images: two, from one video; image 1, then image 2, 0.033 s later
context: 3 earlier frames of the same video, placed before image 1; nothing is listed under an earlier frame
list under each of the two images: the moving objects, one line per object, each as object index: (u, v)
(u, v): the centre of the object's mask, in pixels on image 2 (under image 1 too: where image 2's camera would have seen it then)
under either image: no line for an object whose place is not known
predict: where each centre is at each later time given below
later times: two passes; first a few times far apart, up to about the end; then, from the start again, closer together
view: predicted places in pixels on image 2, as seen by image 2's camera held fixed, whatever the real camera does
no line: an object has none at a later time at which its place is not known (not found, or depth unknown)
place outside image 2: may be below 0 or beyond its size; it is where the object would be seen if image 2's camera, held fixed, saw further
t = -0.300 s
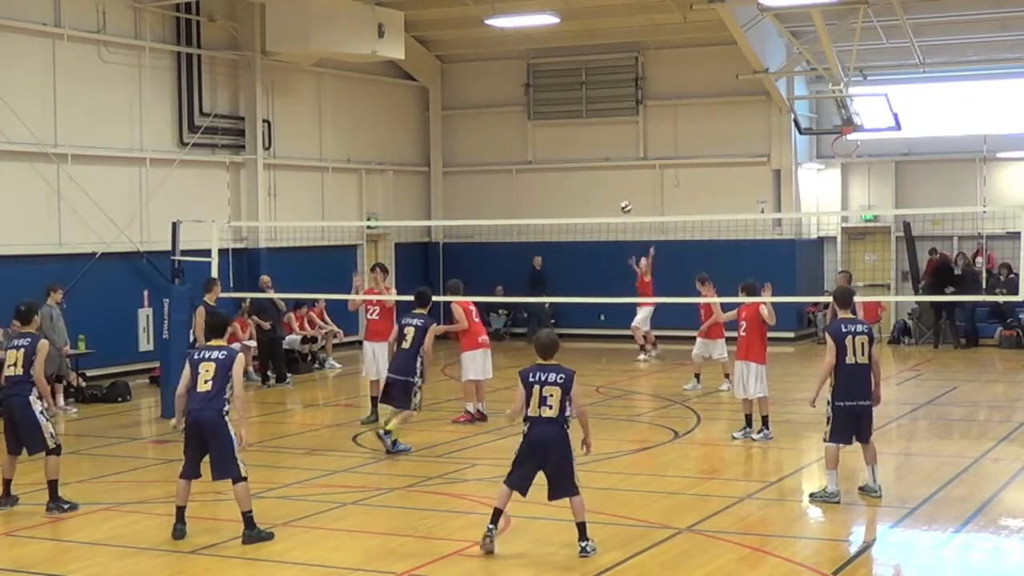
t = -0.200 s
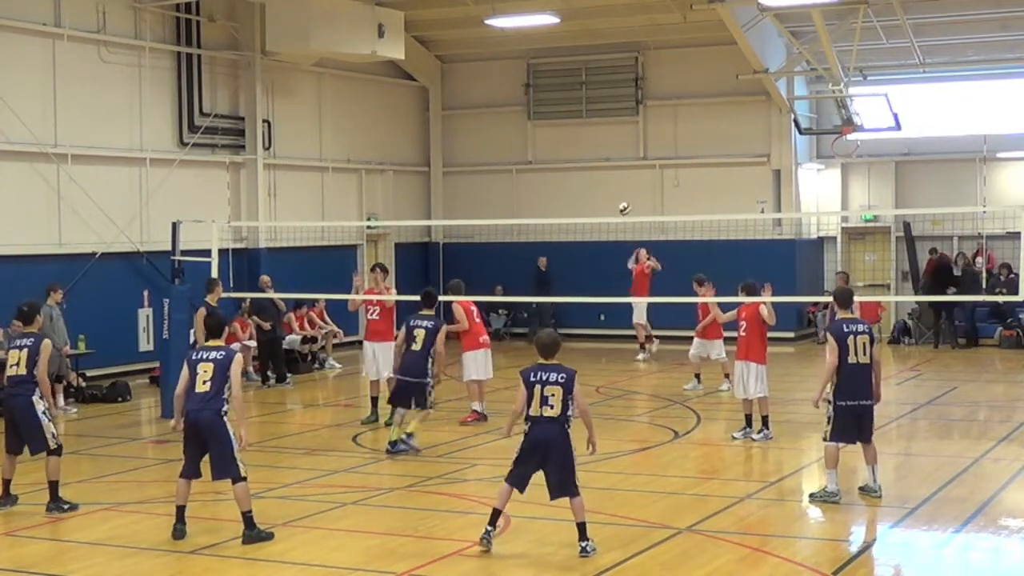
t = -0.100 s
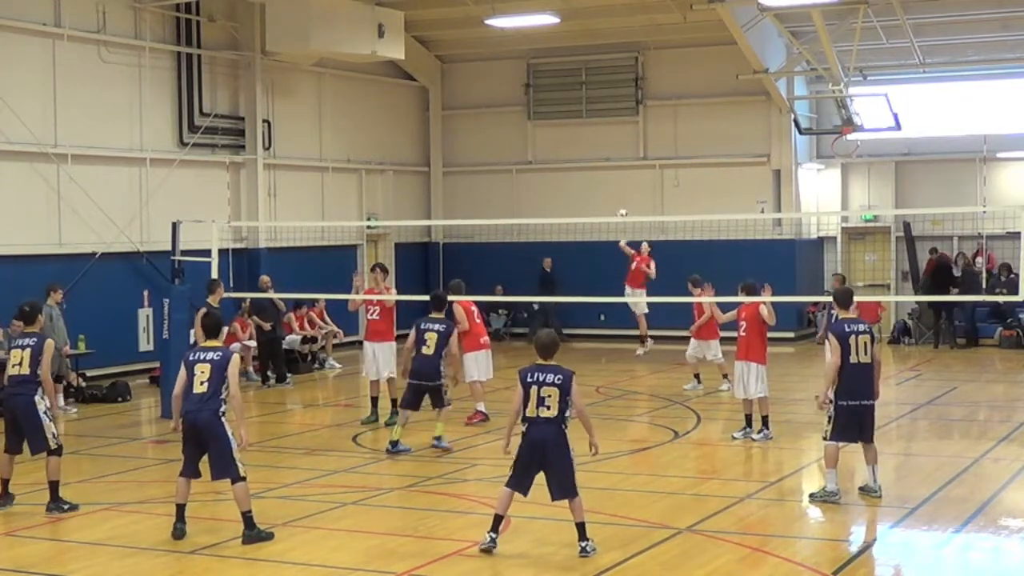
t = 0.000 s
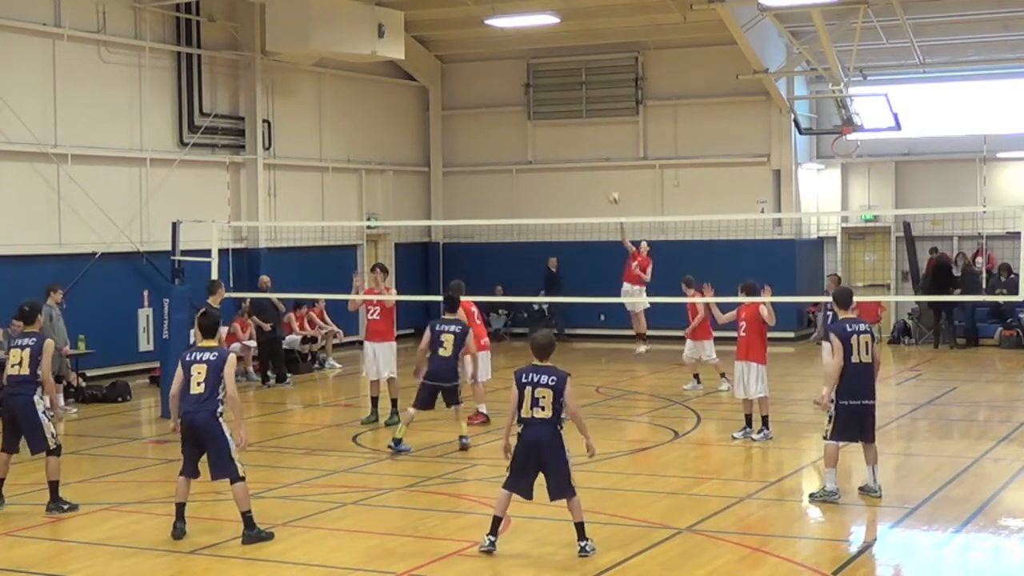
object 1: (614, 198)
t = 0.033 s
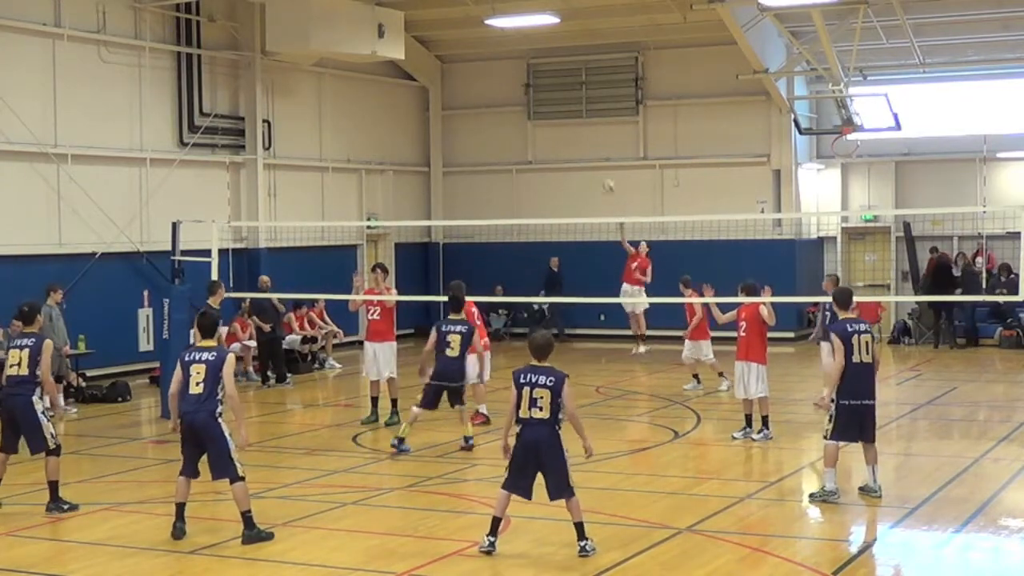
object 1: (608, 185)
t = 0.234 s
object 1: (577, 118)
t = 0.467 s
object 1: (529, 53)
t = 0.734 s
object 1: (451, 19)
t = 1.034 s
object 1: (334, 59)
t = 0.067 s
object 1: (603, 173)
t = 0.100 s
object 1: (600, 162)
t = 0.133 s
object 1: (595, 151)
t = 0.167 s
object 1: (589, 140)
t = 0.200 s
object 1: (583, 129)
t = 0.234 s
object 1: (577, 118)
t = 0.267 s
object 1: (571, 108)
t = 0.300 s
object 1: (564, 97)
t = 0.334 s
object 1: (558, 87)
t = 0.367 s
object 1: (551, 79)
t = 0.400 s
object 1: (543, 70)
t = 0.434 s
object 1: (536, 62)
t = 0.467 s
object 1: (529, 53)
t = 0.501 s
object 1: (522, 47)
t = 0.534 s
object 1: (514, 41)
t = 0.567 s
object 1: (504, 36)
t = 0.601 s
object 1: (493, 32)
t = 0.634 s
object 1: (484, 28)
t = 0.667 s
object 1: (475, 23)
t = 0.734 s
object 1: (451, 19)
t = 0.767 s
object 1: (441, 19)
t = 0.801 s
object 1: (429, 19)
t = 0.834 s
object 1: (417, 21)
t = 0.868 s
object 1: (406, 24)
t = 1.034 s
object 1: (334, 59)
